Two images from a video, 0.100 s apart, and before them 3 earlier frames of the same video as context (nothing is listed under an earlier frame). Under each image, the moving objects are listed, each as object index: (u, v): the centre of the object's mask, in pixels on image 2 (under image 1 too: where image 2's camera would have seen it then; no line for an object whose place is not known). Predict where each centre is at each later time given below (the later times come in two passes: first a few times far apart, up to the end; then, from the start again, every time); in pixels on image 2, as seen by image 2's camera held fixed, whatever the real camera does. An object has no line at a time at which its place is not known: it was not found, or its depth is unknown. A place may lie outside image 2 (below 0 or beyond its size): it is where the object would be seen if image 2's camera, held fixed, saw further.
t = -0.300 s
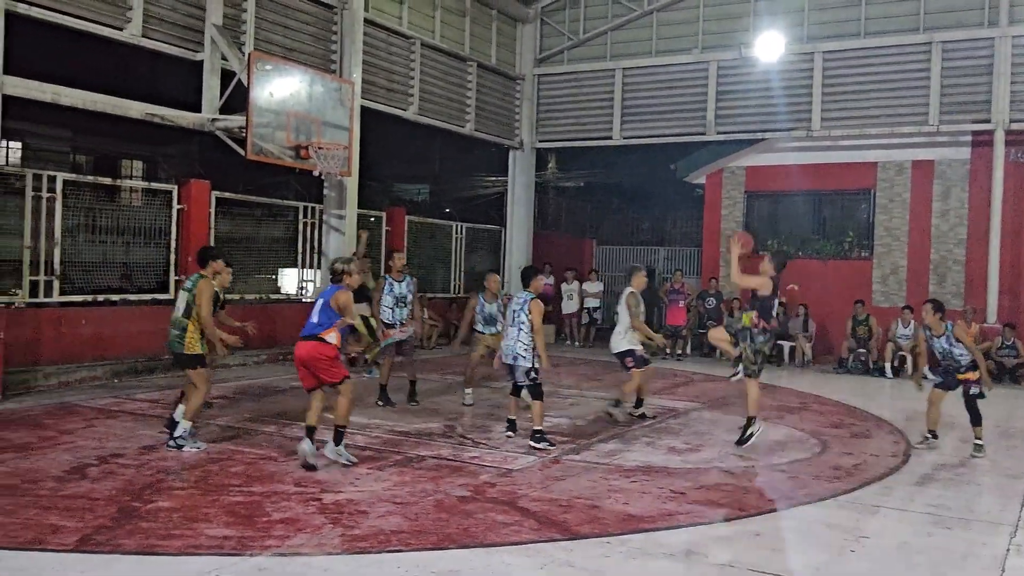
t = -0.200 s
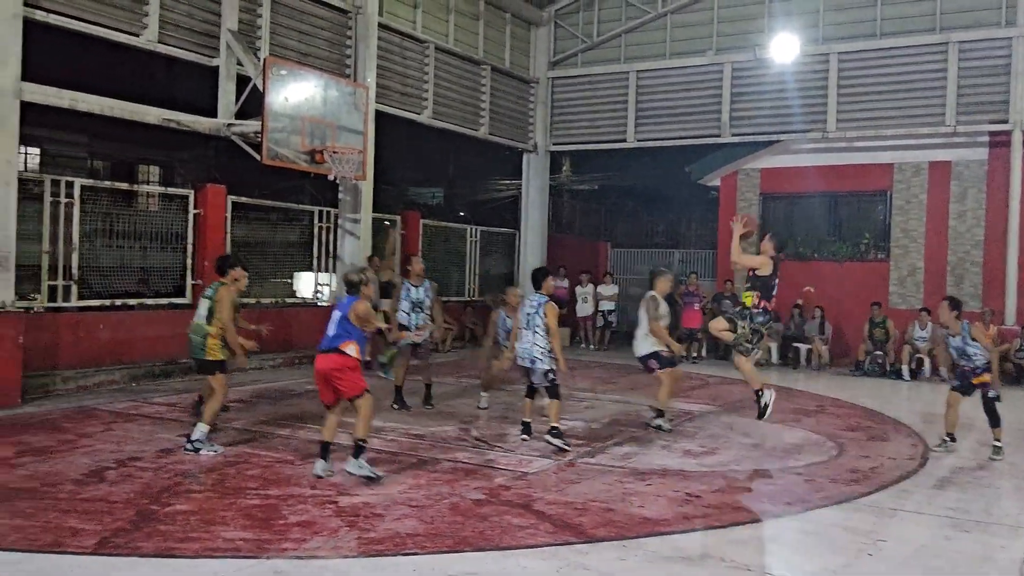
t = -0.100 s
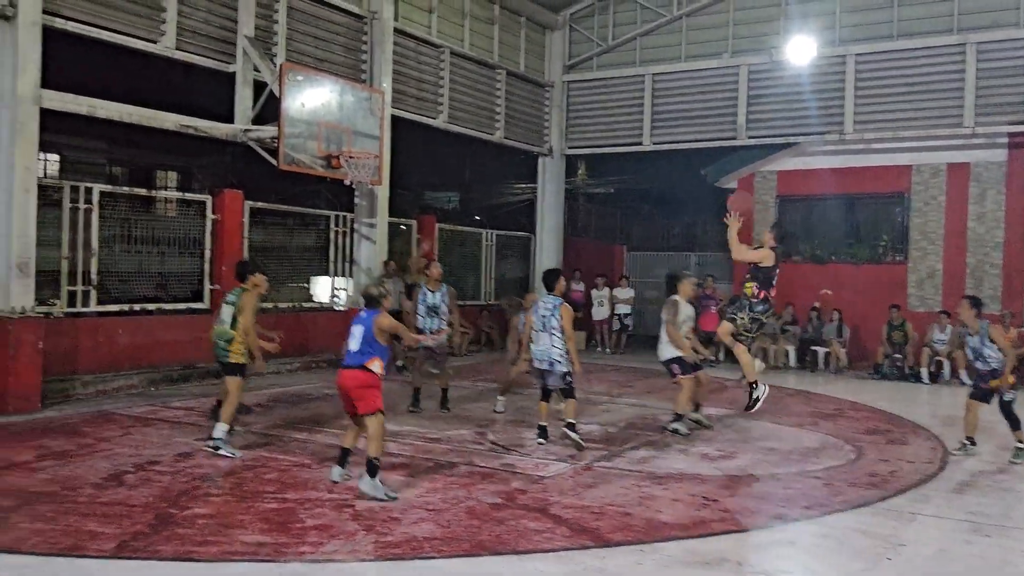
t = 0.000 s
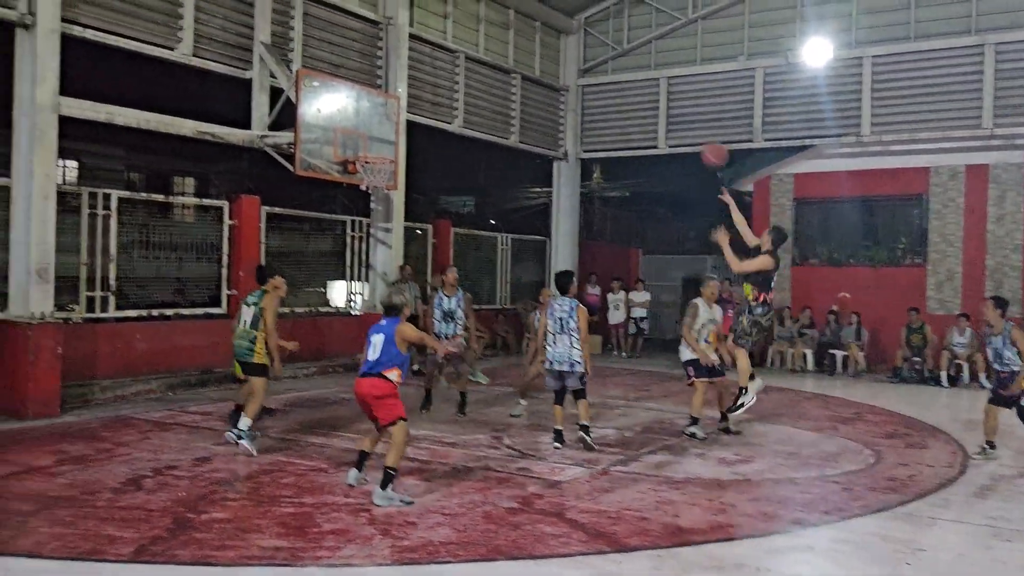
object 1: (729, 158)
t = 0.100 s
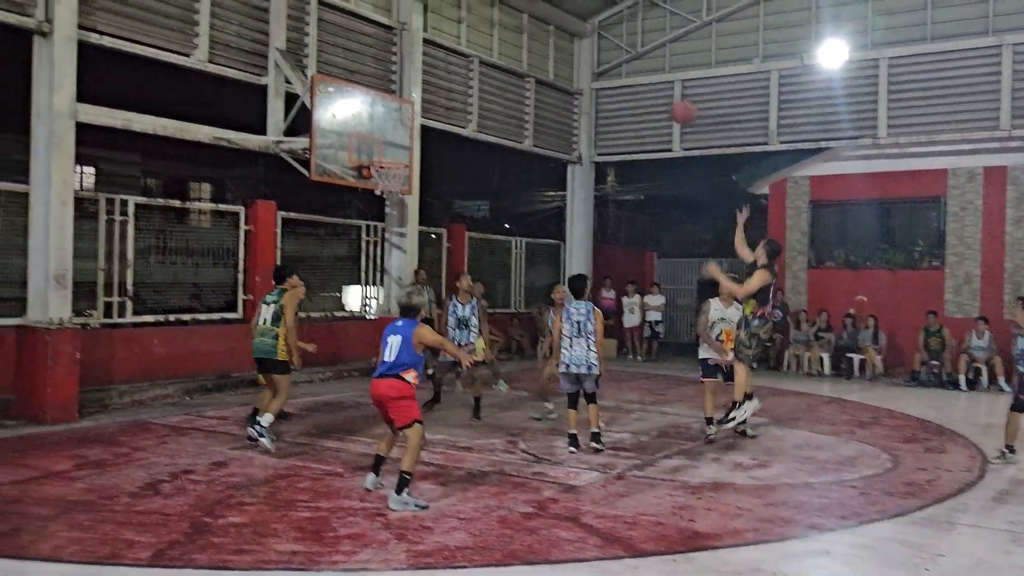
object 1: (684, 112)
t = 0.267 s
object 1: (616, 65)
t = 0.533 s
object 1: (516, 48)
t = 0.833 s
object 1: (418, 99)
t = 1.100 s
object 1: (372, 134)
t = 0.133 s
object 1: (668, 100)
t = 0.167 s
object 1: (654, 89)
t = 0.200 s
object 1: (640, 80)
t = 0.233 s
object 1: (627, 71)
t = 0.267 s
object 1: (616, 65)
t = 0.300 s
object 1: (601, 59)
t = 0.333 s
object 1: (588, 54)
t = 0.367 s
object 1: (576, 50)
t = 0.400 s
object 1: (564, 47)
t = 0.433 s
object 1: (552, 46)
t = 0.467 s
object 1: (540, 47)
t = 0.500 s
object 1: (528, 47)
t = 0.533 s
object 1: (516, 48)
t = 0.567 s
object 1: (504, 51)
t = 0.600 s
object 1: (493, 54)
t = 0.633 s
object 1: (483, 58)
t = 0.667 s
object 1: (471, 63)
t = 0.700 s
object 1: (461, 68)
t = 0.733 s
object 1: (450, 76)
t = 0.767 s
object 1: (440, 83)
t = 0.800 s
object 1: (429, 90)
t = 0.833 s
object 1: (418, 99)
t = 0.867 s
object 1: (408, 109)
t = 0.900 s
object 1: (399, 120)
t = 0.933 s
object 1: (389, 131)
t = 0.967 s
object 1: (380, 143)
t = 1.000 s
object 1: (370, 155)
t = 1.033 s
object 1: (364, 148)
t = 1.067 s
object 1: (368, 140)
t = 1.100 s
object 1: (372, 134)
